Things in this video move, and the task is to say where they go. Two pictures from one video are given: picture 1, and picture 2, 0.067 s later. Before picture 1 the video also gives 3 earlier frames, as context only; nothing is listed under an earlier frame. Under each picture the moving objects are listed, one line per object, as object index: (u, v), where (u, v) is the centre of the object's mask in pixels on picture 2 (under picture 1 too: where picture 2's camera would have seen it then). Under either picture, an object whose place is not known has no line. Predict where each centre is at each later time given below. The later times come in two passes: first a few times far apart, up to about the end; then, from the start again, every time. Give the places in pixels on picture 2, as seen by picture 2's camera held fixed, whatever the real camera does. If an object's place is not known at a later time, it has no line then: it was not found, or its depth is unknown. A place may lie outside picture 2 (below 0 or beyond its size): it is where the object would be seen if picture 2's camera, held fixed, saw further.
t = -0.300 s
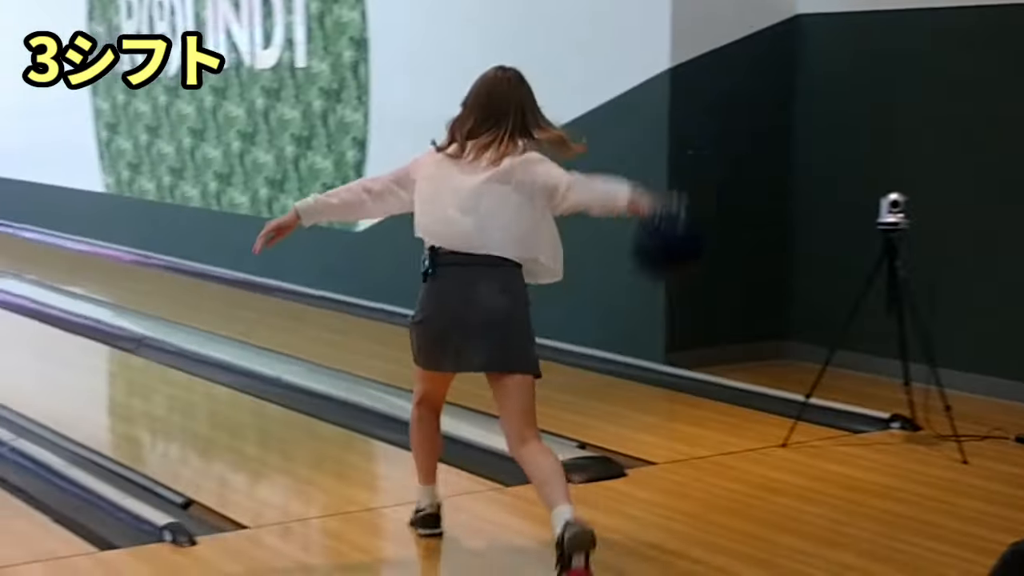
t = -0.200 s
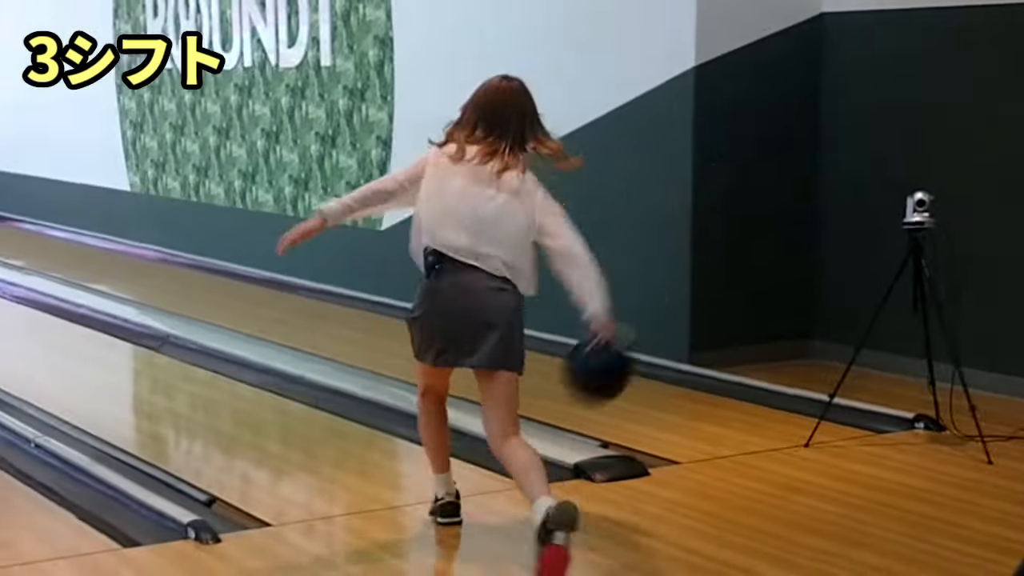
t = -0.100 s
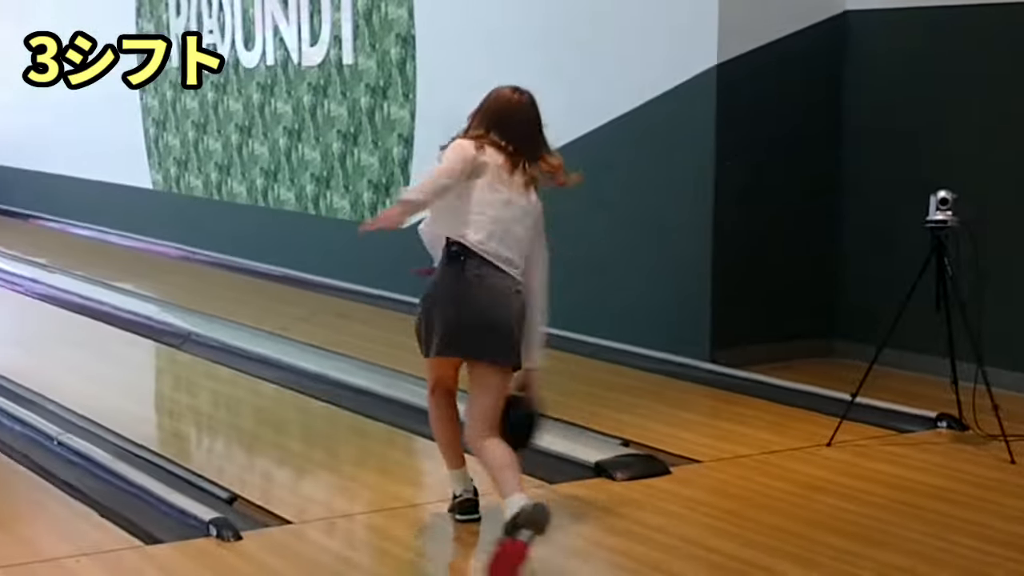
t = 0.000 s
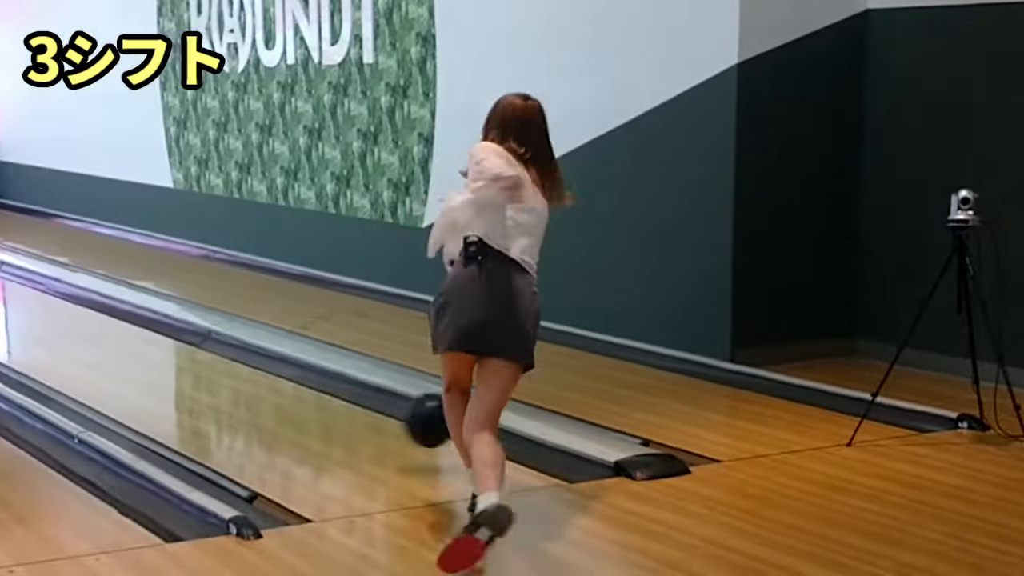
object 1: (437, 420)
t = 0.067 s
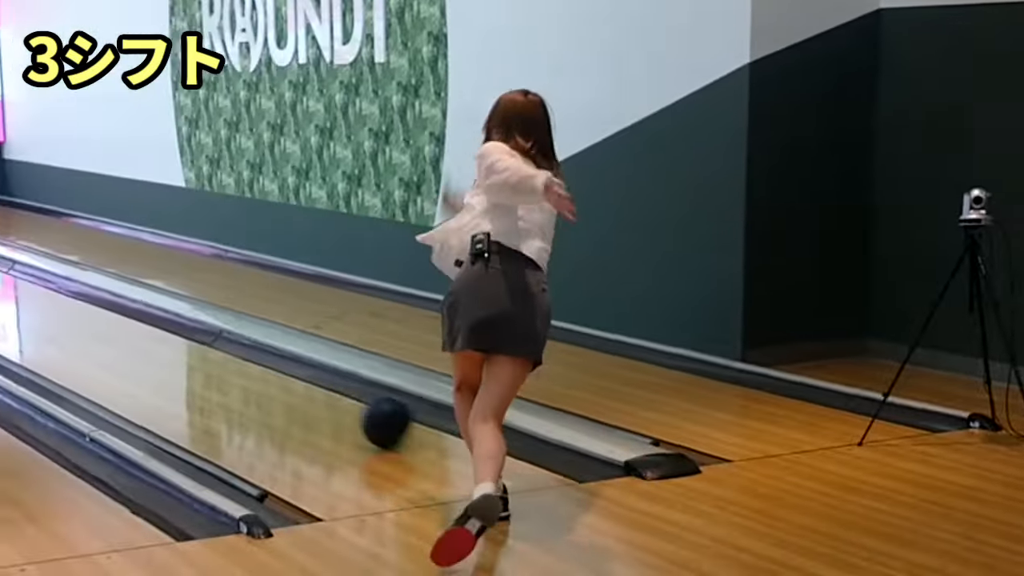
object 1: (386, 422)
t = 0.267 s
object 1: (254, 370)
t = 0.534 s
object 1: (126, 320)
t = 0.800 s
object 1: (33, 284)
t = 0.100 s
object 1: (361, 411)
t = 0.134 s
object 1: (336, 401)
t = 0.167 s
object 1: (315, 394)
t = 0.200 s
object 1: (293, 386)
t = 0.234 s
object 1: (274, 378)
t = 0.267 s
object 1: (254, 370)
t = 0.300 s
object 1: (235, 363)
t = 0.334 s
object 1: (218, 356)
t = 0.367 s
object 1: (201, 351)
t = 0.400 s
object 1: (184, 343)
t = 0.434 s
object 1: (169, 337)
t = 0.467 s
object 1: (154, 331)
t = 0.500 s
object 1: (140, 325)
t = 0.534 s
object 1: (126, 320)
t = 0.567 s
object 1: (114, 315)
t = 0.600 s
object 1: (101, 310)
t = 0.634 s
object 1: (89, 305)
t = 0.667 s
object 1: (76, 300)
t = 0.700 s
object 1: (66, 296)
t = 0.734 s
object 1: (54, 292)
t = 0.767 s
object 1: (44, 288)
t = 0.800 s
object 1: (33, 284)
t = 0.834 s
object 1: (24, 280)
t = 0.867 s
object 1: (14, 277)
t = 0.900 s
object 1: (6, 273)
